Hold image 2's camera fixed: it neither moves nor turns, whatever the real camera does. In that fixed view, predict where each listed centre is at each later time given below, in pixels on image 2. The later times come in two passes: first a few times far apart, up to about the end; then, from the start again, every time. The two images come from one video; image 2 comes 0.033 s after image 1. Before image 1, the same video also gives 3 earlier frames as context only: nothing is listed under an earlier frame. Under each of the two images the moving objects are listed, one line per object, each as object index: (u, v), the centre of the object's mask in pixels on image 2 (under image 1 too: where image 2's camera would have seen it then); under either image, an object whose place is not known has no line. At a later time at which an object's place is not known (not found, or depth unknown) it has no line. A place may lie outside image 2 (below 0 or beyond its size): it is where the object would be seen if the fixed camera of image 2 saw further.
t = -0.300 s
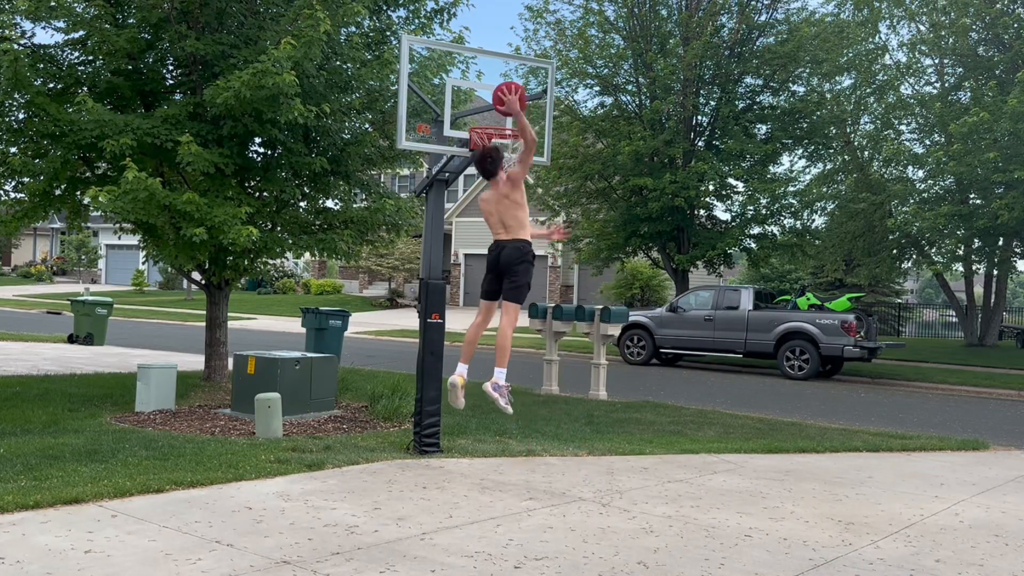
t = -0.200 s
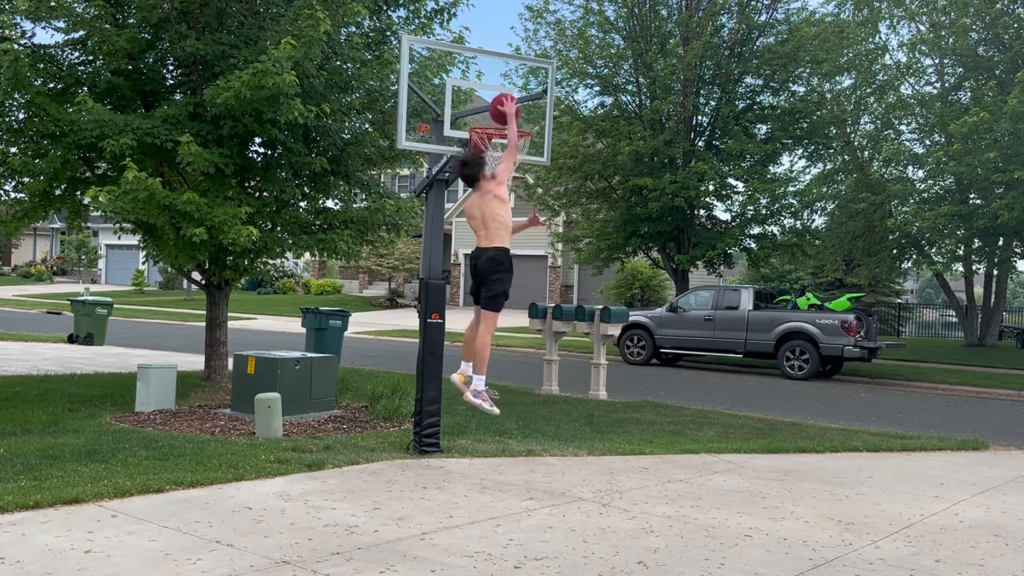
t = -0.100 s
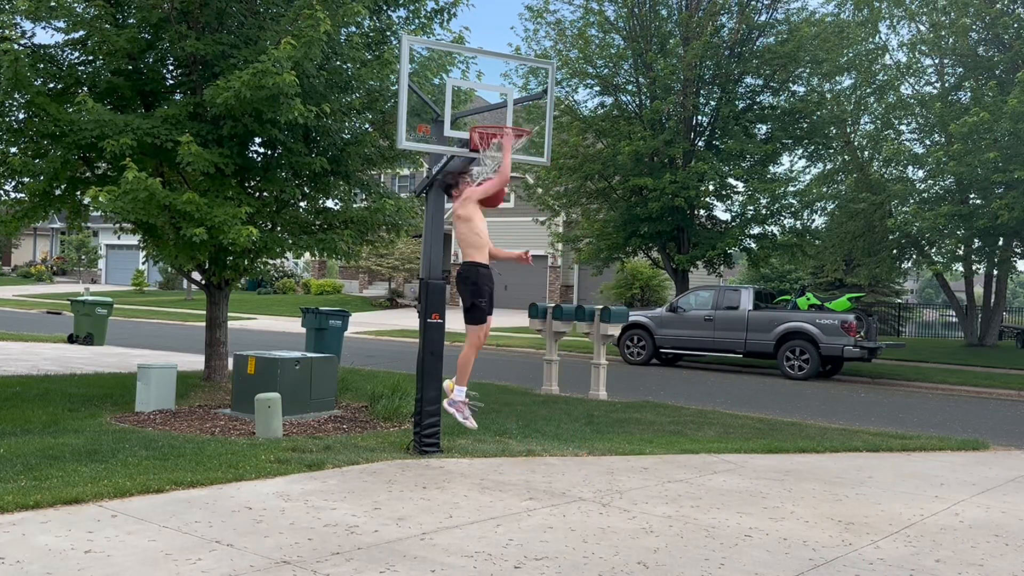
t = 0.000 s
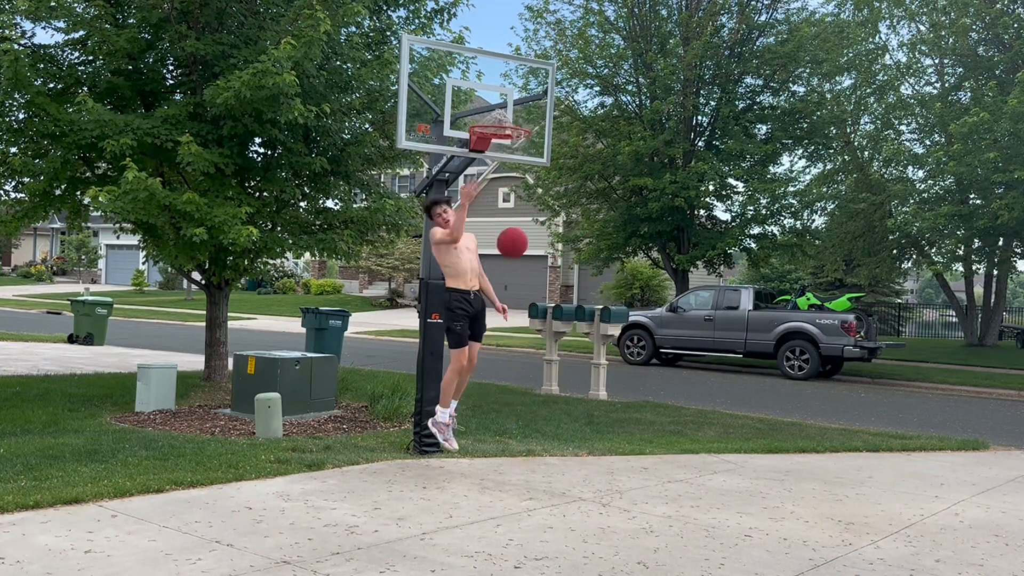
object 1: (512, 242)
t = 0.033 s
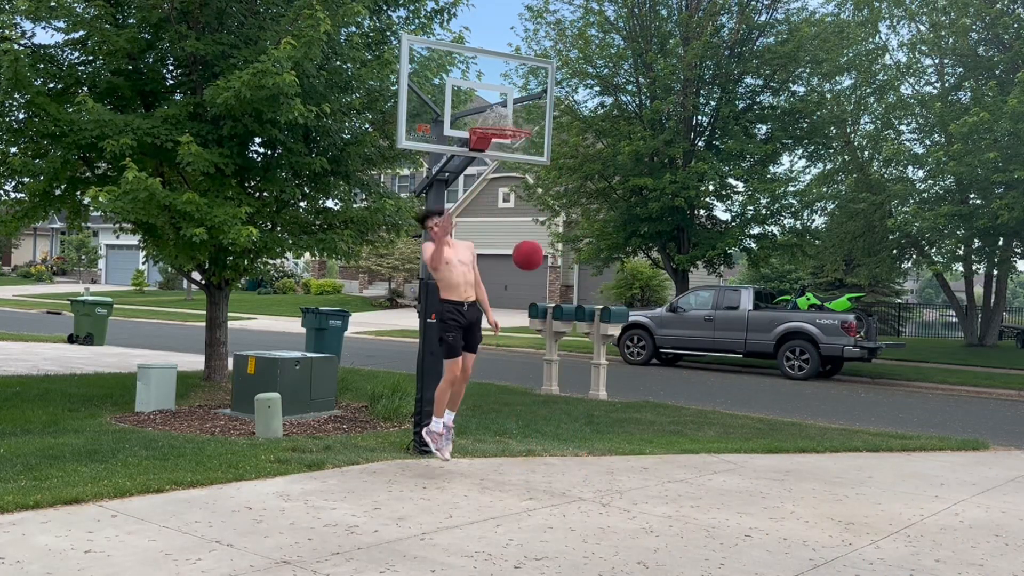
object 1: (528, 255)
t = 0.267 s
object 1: (632, 381)
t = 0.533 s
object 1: (757, 411)
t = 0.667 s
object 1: (825, 368)
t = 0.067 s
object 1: (543, 269)
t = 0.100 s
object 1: (558, 284)
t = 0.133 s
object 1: (573, 301)
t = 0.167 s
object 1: (588, 319)
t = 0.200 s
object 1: (603, 338)
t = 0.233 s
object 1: (618, 359)
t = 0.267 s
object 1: (632, 381)
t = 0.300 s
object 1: (646, 404)
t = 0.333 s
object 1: (660, 428)
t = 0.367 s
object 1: (674, 454)
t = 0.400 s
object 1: (688, 475)
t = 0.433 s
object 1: (706, 457)
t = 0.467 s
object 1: (723, 440)
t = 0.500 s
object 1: (740, 425)
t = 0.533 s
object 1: (757, 411)
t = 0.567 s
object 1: (774, 398)
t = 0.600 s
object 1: (791, 386)
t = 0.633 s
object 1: (809, 377)
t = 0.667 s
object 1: (825, 368)
